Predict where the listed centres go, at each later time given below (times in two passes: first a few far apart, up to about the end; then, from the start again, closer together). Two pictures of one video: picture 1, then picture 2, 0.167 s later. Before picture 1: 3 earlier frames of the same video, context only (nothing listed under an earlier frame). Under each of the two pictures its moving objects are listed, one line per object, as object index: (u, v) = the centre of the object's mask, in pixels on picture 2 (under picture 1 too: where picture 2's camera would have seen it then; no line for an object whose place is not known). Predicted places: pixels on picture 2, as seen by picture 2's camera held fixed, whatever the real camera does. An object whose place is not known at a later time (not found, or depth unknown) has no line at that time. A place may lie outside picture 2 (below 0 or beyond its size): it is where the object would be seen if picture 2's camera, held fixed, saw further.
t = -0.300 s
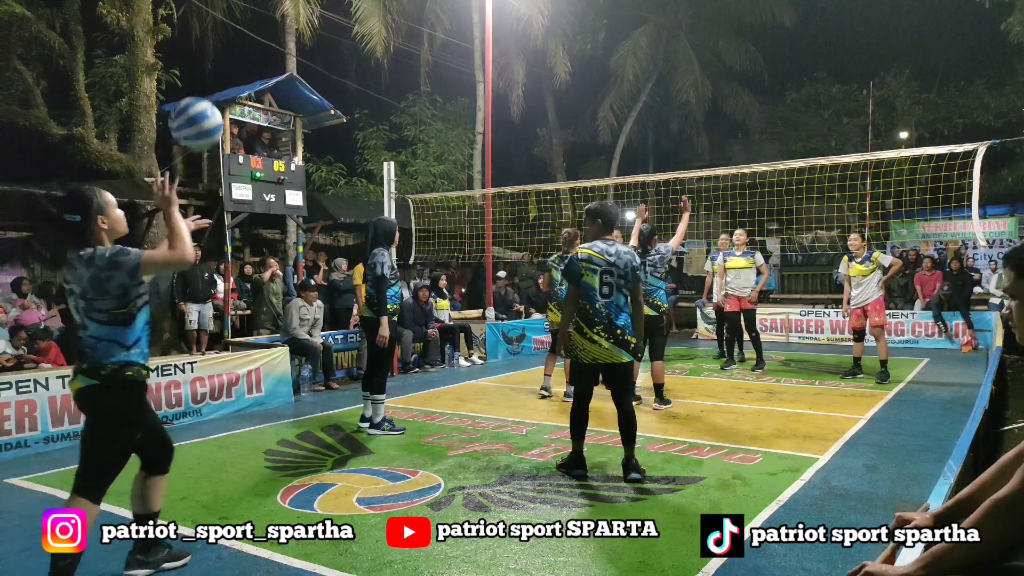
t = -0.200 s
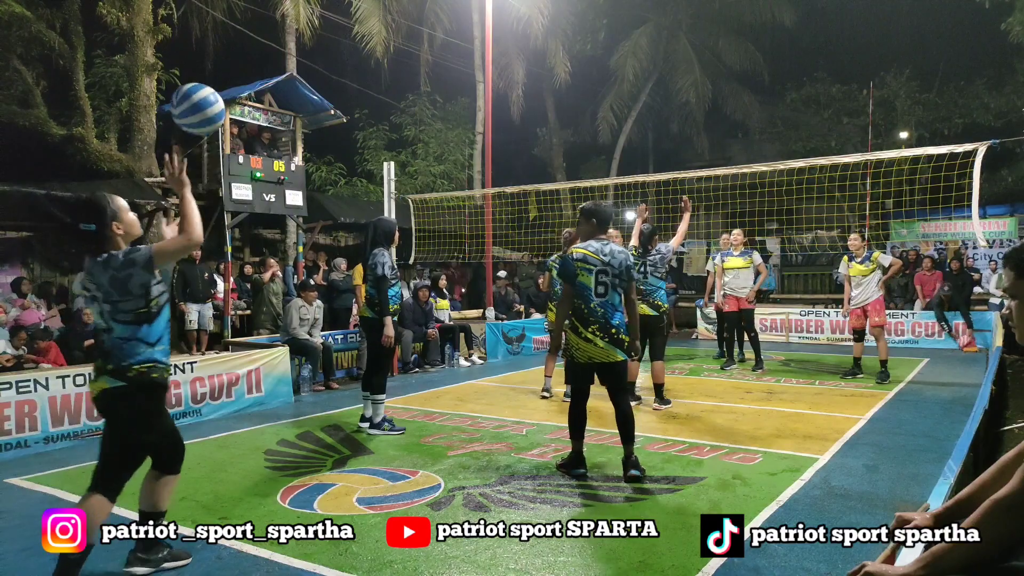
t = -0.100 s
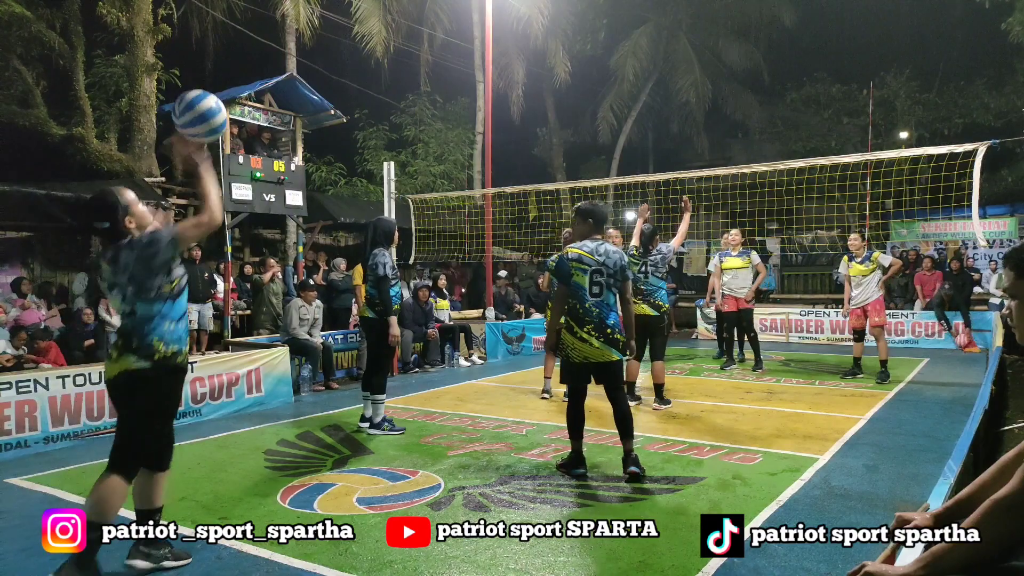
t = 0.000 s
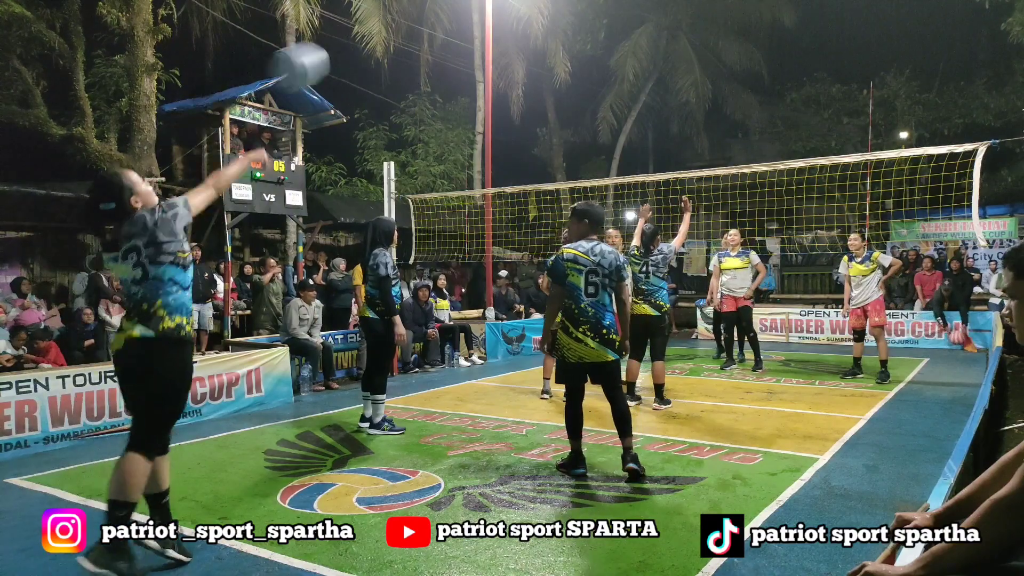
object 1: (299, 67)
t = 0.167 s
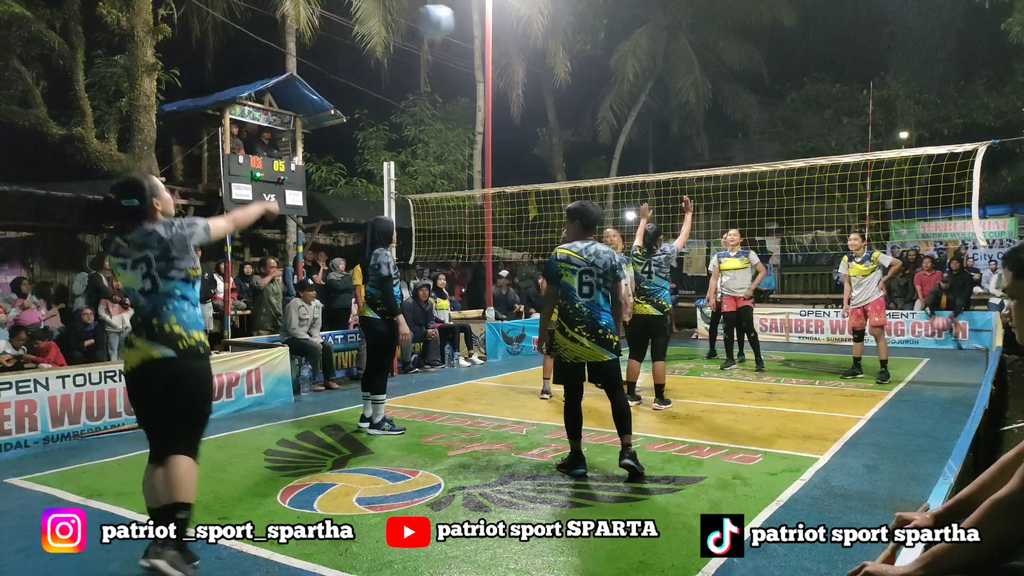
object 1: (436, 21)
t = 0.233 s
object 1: (470, 22)
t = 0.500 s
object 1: (567, 70)
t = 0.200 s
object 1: (455, 21)
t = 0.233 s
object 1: (470, 22)
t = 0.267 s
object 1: (488, 25)
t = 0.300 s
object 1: (505, 27)
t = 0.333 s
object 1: (516, 35)
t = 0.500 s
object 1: (567, 70)
